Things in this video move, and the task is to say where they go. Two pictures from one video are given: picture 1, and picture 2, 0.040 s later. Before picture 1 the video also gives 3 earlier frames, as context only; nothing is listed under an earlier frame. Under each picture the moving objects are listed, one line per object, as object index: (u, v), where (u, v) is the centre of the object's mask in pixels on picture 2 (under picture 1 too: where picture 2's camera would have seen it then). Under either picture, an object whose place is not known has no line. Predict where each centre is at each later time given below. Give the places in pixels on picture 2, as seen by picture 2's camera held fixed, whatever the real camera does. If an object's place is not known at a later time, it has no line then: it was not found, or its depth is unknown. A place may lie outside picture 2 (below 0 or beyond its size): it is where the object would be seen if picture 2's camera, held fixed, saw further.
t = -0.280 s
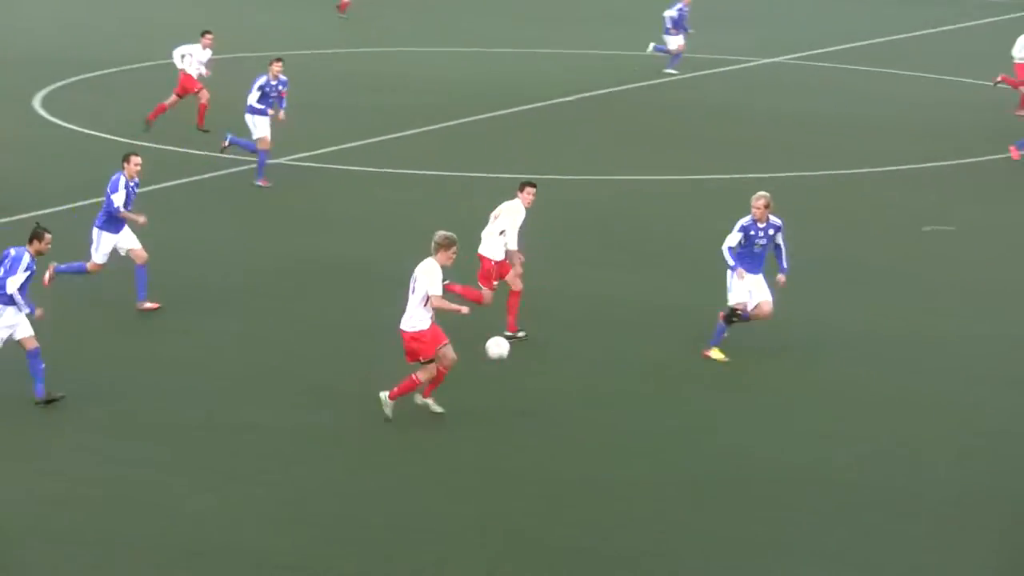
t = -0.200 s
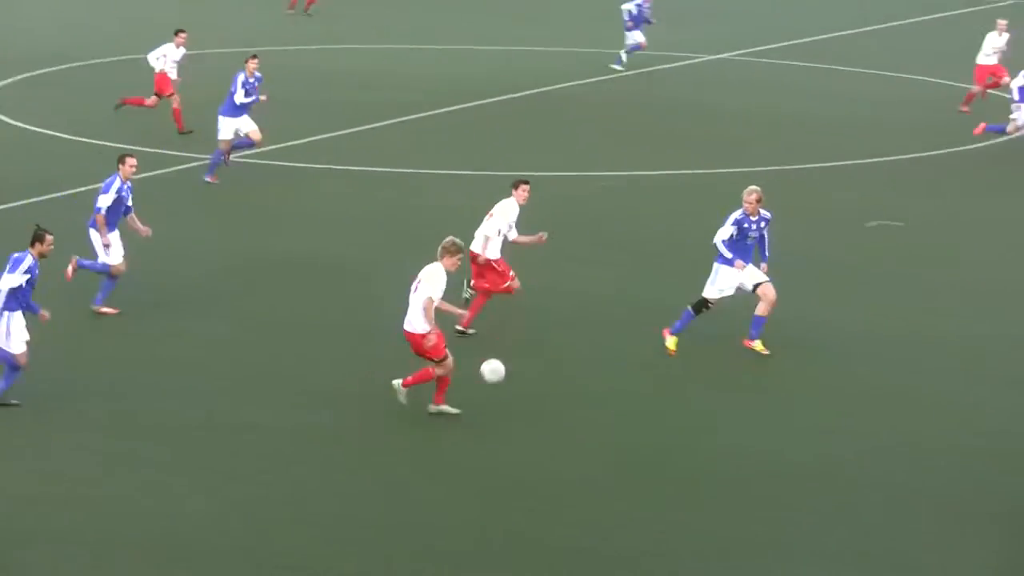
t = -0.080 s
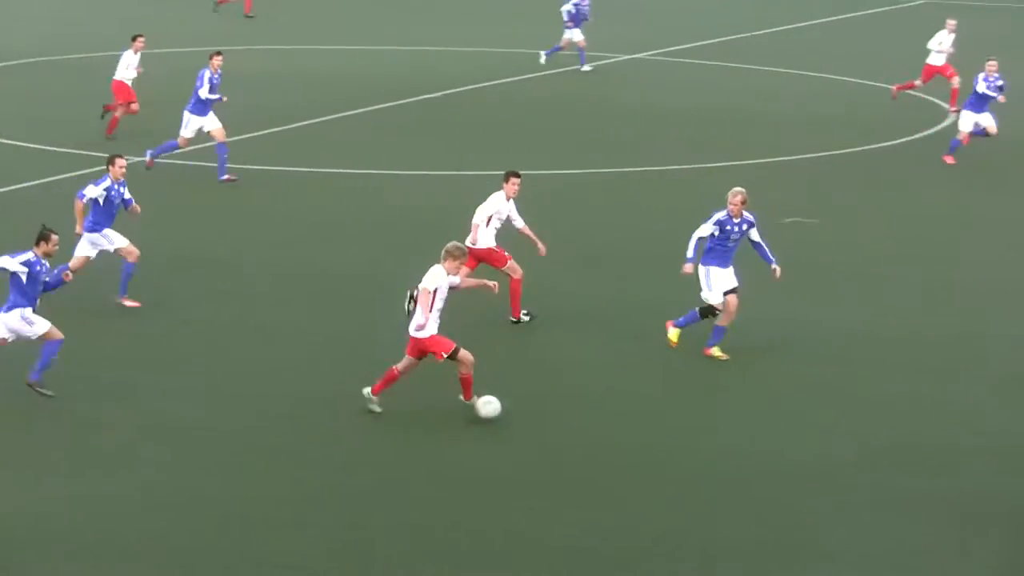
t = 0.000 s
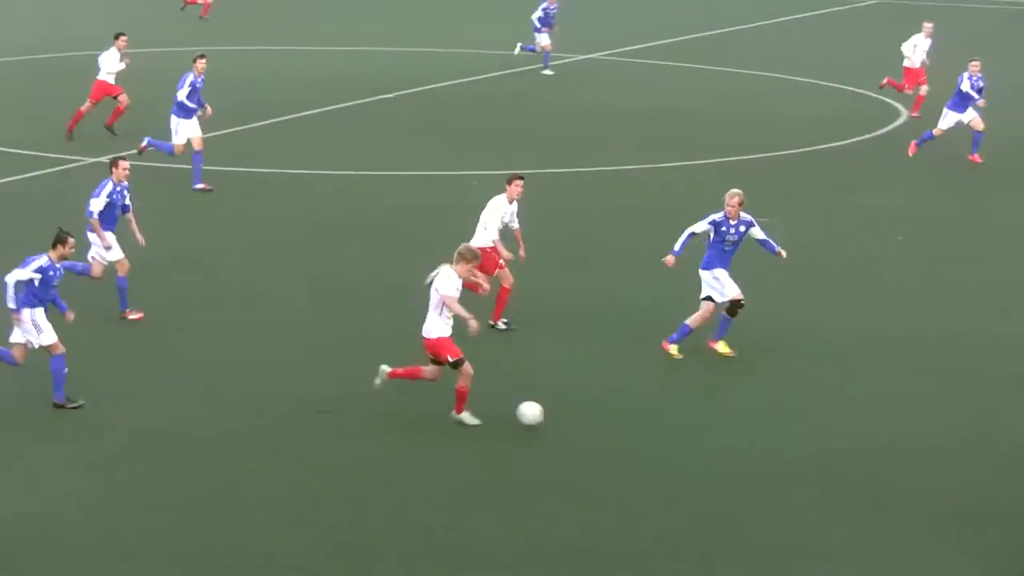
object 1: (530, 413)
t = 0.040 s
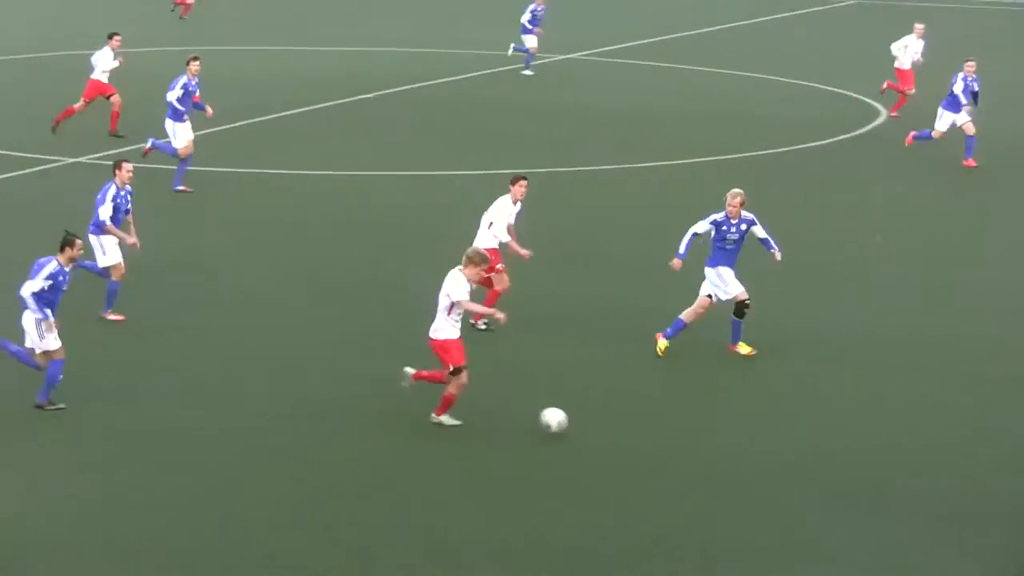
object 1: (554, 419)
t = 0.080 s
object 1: (578, 427)
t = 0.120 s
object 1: (604, 434)
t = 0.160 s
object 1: (625, 435)
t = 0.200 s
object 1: (647, 437)
